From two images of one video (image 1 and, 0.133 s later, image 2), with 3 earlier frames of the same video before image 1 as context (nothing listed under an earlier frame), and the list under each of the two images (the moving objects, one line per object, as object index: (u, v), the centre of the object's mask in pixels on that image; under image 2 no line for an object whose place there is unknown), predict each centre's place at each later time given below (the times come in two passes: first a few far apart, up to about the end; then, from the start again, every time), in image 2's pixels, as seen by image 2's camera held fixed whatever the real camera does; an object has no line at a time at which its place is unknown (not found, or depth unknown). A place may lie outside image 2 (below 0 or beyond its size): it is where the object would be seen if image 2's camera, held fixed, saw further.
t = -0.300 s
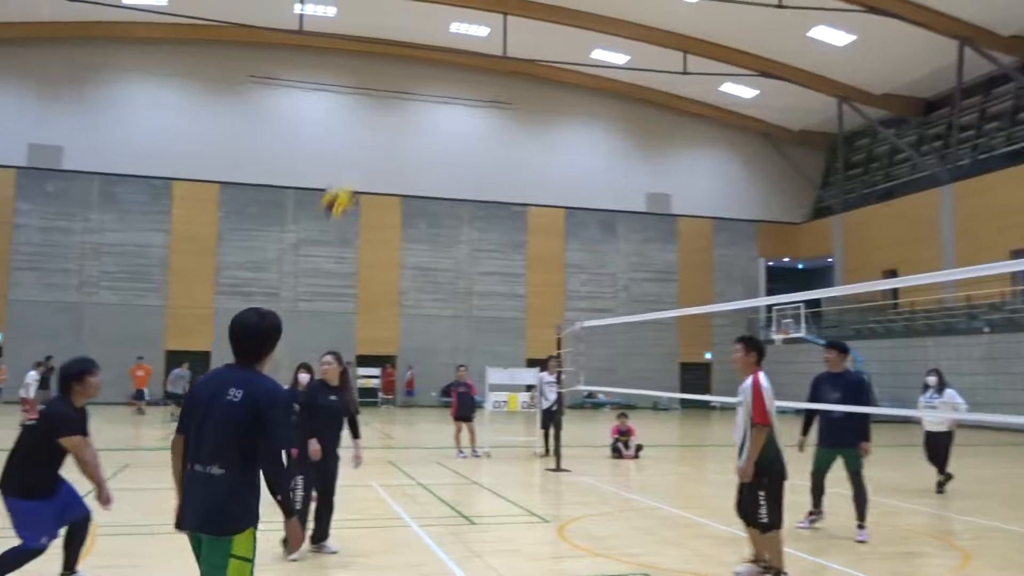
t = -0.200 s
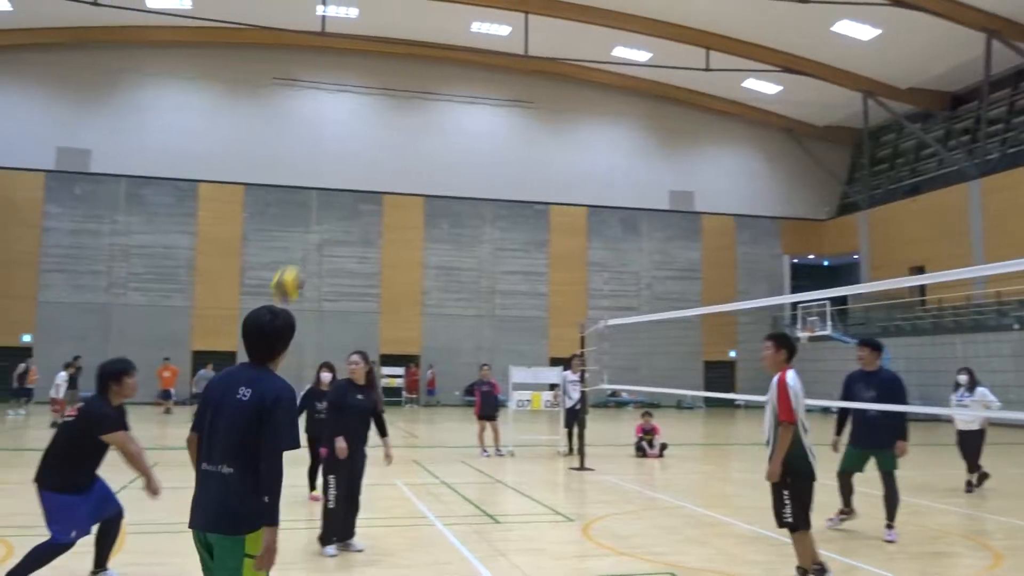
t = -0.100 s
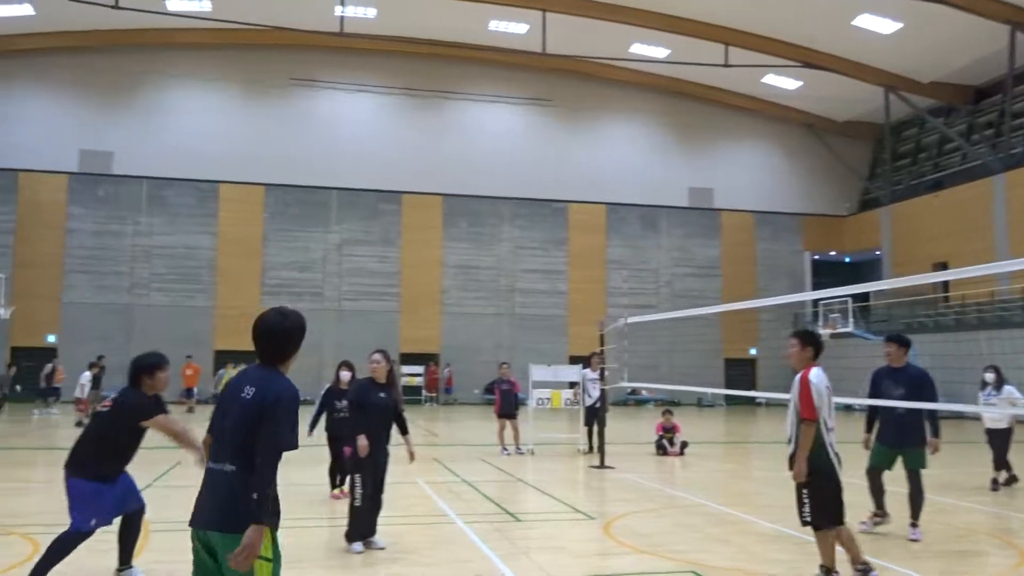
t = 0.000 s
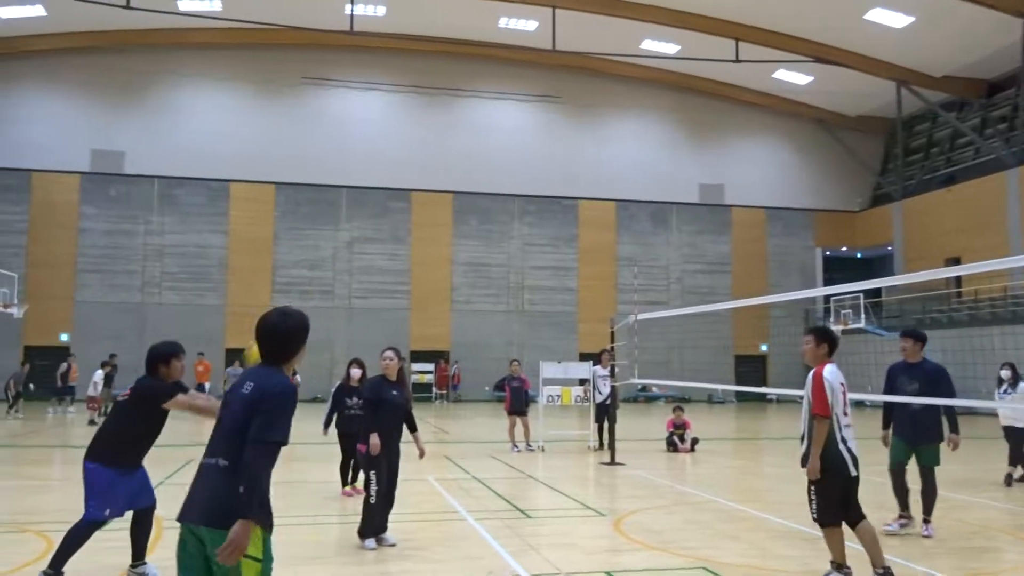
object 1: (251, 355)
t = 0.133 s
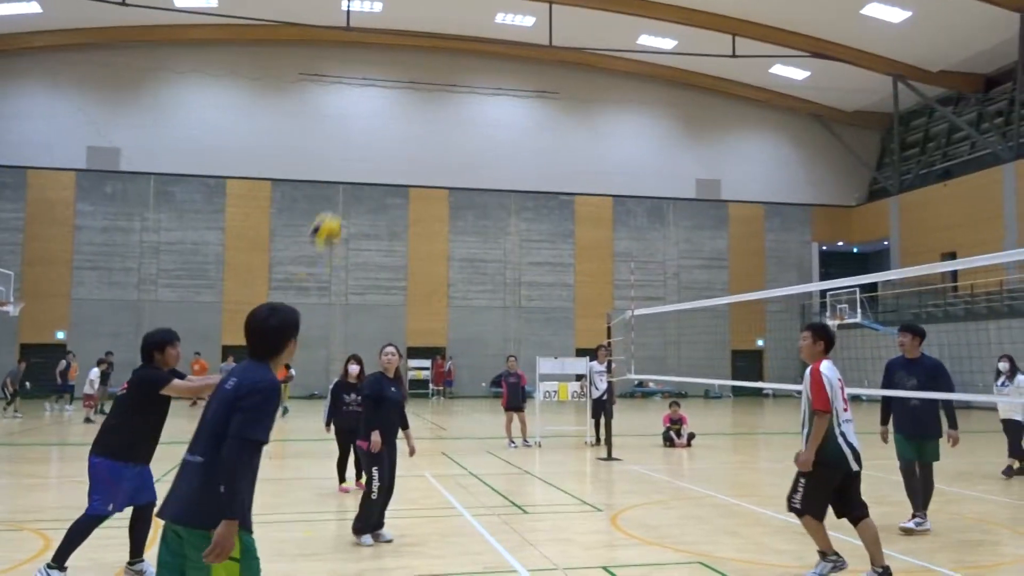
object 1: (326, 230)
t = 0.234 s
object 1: (375, 159)
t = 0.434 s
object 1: (468, 62)
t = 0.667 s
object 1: (566, 23)
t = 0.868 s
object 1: (645, 40)
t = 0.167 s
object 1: (343, 205)
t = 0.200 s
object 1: (359, 184)
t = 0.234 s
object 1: (375, 159)
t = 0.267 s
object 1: (391, 140)
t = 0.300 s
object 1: (407, 121)
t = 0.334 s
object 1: (422, 104)
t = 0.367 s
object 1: (438, 89)
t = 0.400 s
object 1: (453, 75)
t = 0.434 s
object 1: (468, 62)
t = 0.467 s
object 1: (484, 54)
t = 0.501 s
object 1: (497, 47)
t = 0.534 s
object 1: (510, 40)
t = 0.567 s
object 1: (524, 33)
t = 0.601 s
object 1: (539, 29)
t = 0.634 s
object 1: (553, 25)
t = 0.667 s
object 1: (566, 23)
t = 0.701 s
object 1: (580, 22)
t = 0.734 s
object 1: (595, 23)
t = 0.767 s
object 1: (606, 24)
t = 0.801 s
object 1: (619, 28)
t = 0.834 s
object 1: (631, 33)
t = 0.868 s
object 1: (645, 40)
